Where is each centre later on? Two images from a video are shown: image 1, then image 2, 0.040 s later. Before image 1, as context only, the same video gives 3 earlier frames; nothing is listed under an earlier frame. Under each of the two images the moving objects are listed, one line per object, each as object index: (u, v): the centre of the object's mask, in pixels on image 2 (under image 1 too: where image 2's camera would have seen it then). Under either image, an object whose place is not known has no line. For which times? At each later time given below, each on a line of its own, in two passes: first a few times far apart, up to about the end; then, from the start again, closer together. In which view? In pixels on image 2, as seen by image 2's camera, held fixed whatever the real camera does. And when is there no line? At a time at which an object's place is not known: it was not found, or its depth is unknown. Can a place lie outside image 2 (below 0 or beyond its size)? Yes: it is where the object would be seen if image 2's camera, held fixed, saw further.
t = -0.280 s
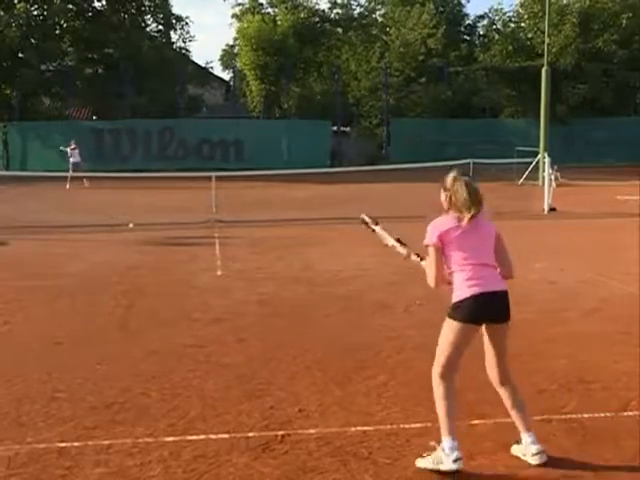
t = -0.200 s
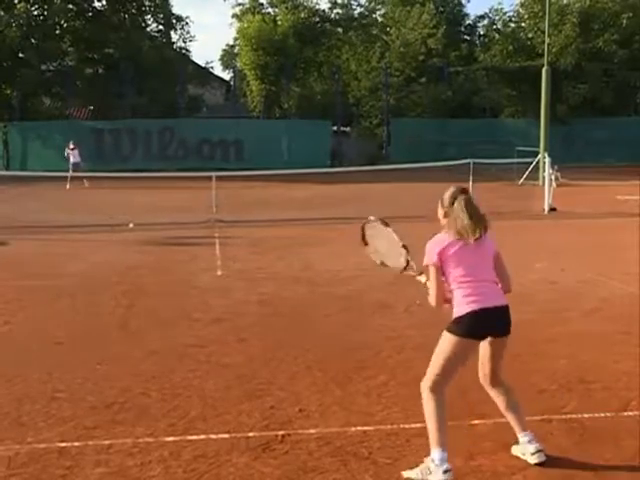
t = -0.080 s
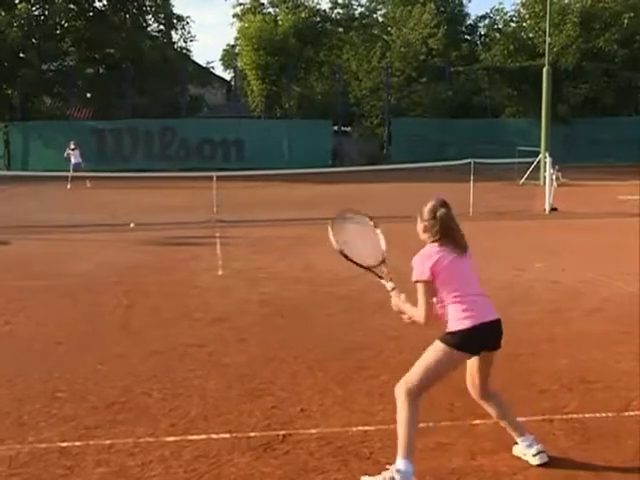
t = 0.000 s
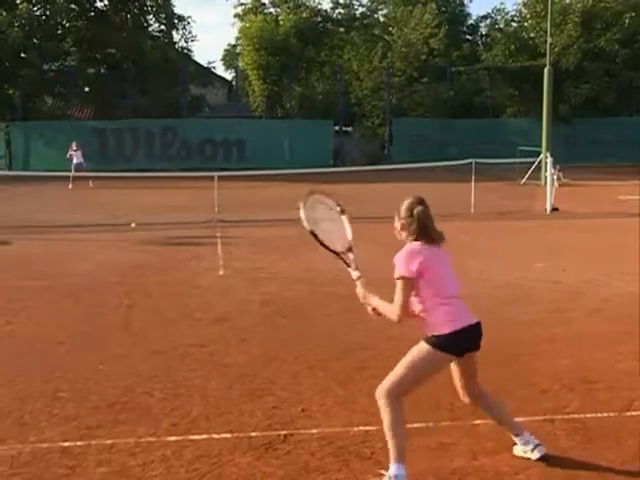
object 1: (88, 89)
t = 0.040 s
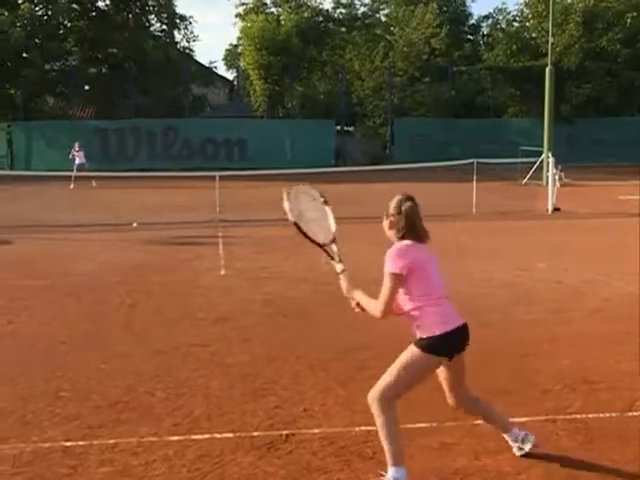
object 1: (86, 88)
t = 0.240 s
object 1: (78, 92)
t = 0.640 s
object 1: (39, 259)
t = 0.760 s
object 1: (18, 378)
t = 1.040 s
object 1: (-37, 267)
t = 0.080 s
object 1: (85, 86)
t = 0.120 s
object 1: (83, 86)
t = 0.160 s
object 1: (81, 87)
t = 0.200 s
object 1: (80, 89)
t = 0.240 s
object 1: (78, 92)
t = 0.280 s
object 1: (75, 97)
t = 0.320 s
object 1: (72, 103)
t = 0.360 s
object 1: (71, 111)
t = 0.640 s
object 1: (39, 259)
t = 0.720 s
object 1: (24, 360)
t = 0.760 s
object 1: (18, 378)
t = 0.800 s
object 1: (12, 359)
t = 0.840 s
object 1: (6, 341)
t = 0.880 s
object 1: (-1, 323)
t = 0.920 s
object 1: (-9, 307)
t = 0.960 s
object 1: (-18, 291)
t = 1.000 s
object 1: (-27, 278)
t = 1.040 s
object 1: (-37, 267)
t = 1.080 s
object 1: (-49, 258)
